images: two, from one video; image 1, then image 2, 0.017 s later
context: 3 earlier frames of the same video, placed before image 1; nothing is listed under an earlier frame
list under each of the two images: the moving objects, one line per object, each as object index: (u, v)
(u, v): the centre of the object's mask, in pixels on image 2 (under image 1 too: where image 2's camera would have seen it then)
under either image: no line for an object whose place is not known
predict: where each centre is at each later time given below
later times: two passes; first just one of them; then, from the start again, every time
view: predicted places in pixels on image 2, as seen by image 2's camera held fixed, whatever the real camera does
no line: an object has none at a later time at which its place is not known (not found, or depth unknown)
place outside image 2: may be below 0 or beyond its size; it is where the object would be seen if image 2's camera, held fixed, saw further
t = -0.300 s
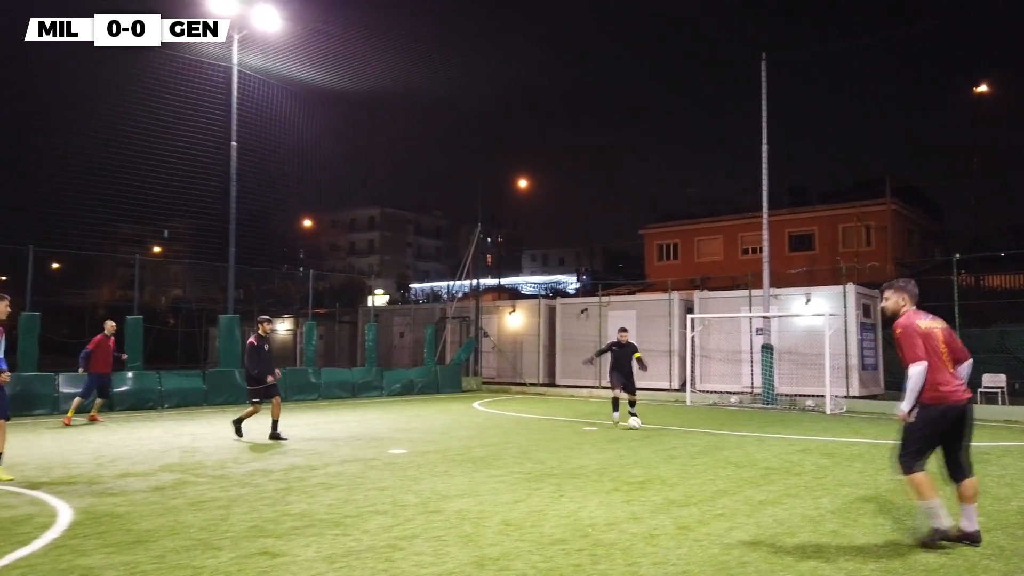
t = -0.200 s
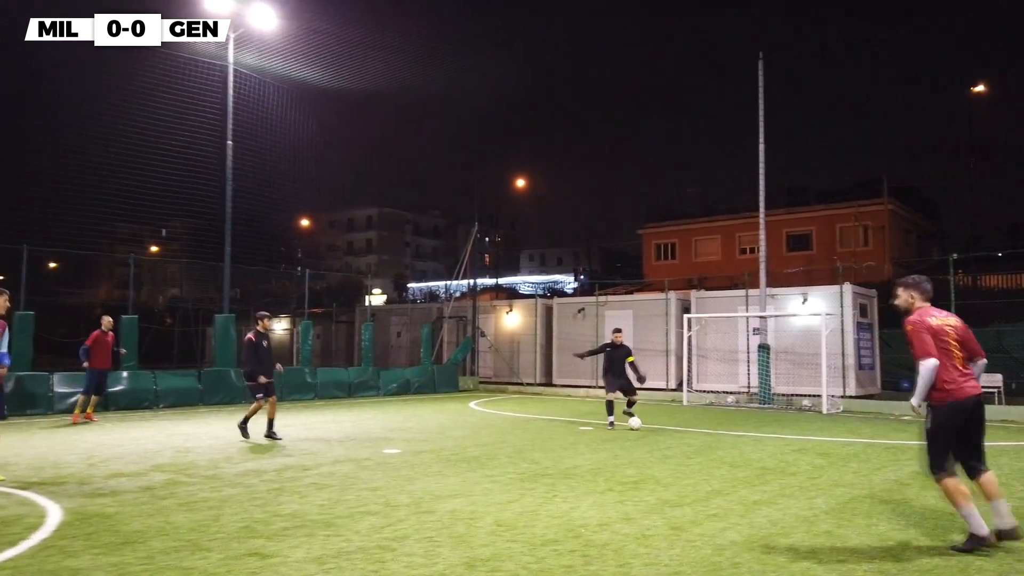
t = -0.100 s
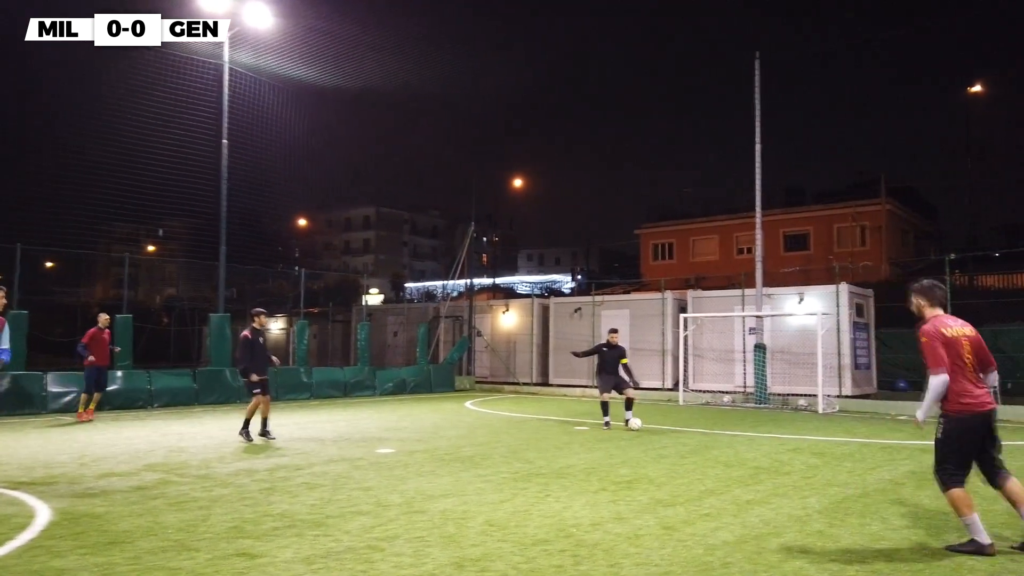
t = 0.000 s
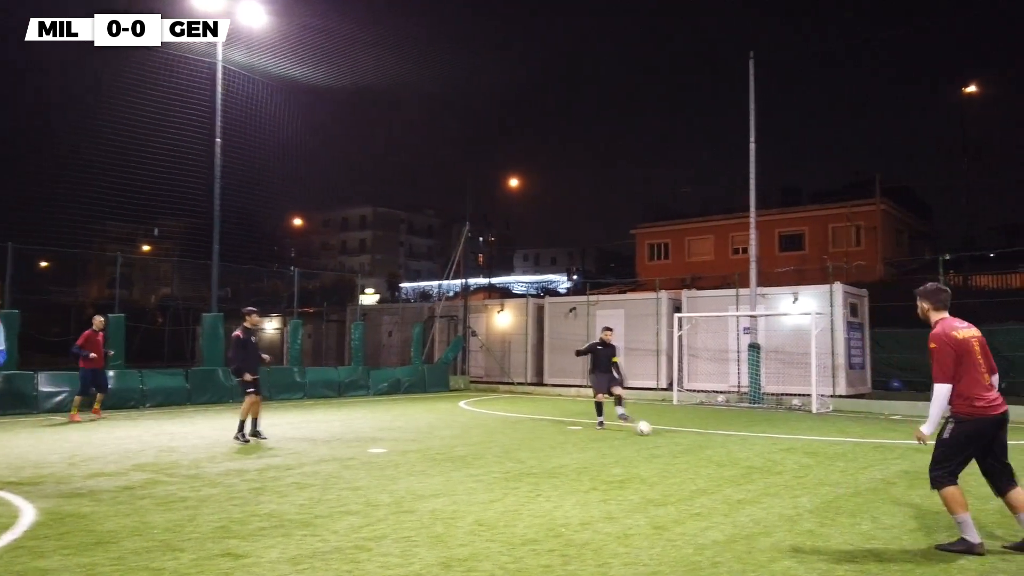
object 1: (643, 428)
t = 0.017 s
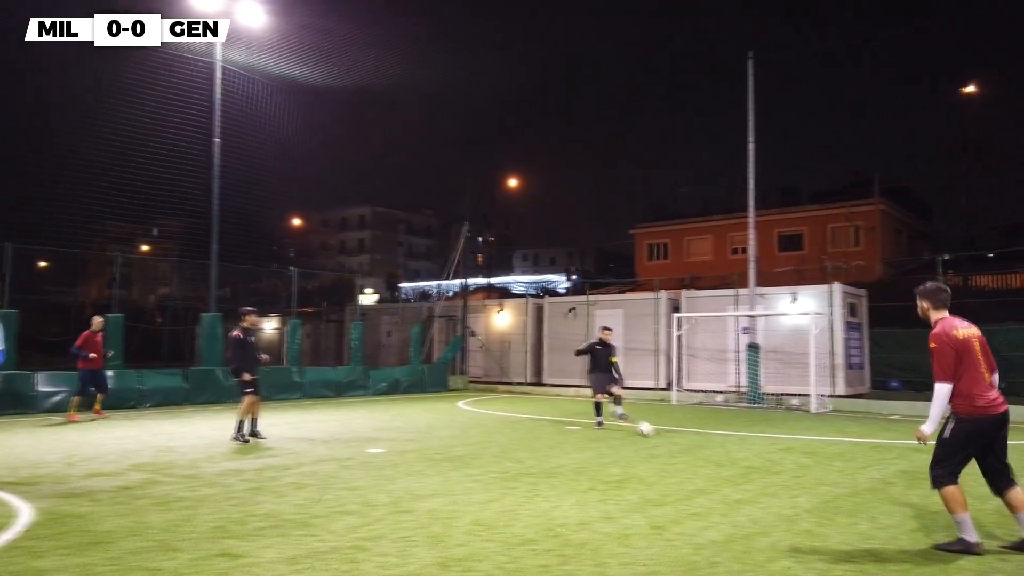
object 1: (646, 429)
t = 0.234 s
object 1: (691, 444)
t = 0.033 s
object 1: (649, 430)
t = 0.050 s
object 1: (651, 431)
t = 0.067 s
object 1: (655, 432)
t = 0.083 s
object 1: (658, 433)
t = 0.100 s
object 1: (662, 434)
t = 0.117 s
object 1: (665, 435)
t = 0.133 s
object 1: (669, 437)
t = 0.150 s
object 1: (672, 437)
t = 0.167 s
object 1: (676, 439)
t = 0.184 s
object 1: (680, 440)
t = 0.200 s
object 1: (684, 441)
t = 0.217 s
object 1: (687, 442)
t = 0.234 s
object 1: (691, 444)
